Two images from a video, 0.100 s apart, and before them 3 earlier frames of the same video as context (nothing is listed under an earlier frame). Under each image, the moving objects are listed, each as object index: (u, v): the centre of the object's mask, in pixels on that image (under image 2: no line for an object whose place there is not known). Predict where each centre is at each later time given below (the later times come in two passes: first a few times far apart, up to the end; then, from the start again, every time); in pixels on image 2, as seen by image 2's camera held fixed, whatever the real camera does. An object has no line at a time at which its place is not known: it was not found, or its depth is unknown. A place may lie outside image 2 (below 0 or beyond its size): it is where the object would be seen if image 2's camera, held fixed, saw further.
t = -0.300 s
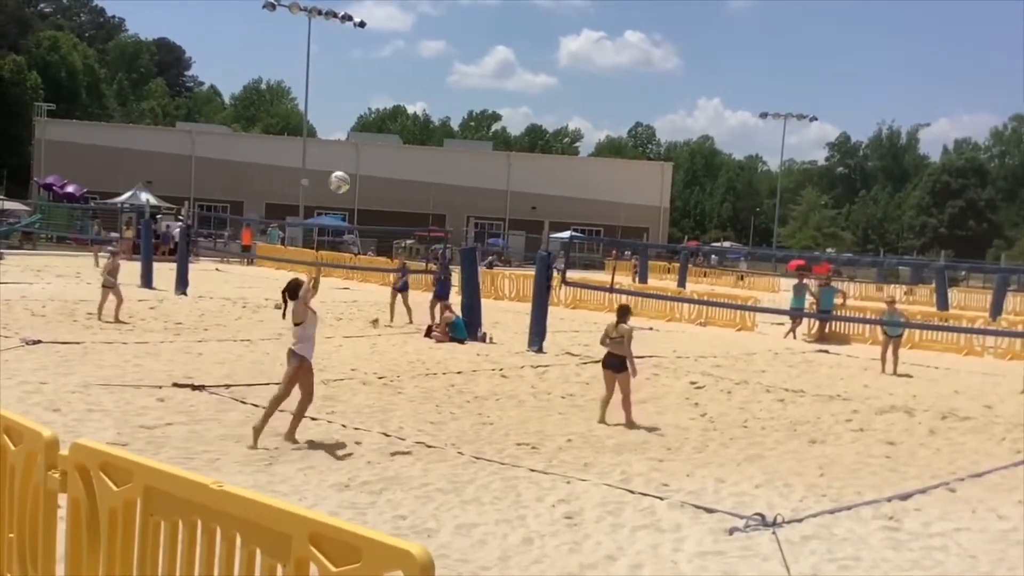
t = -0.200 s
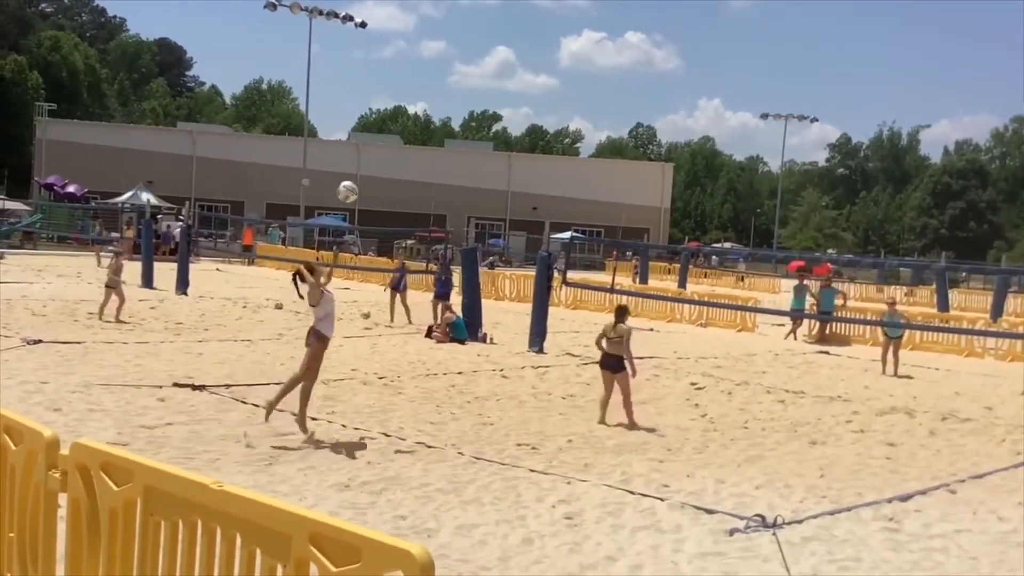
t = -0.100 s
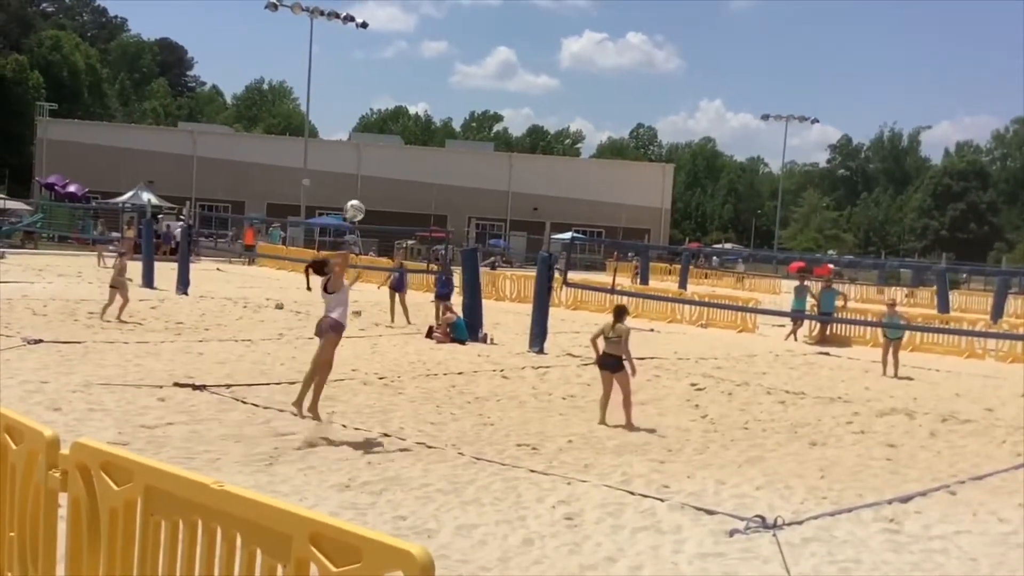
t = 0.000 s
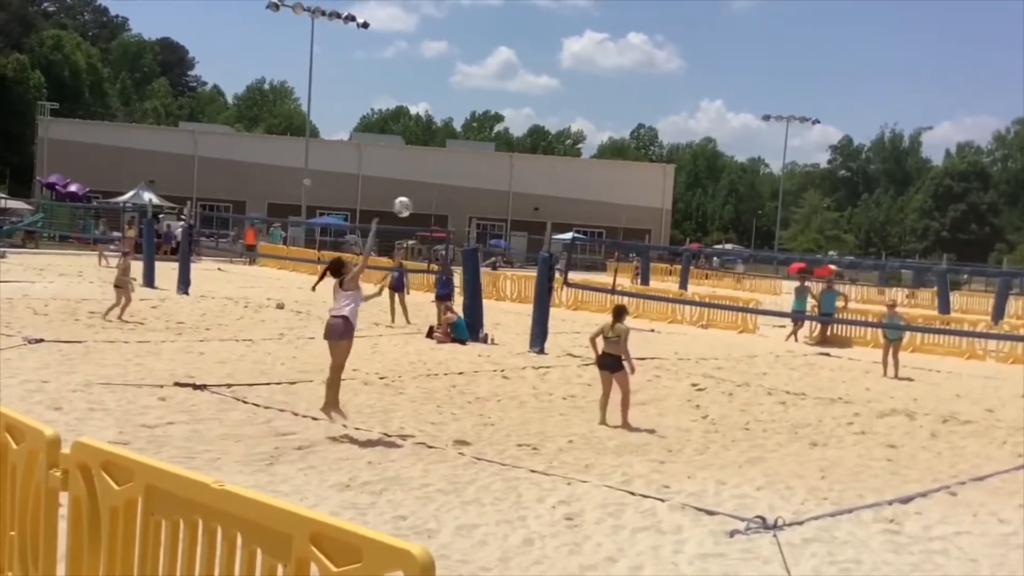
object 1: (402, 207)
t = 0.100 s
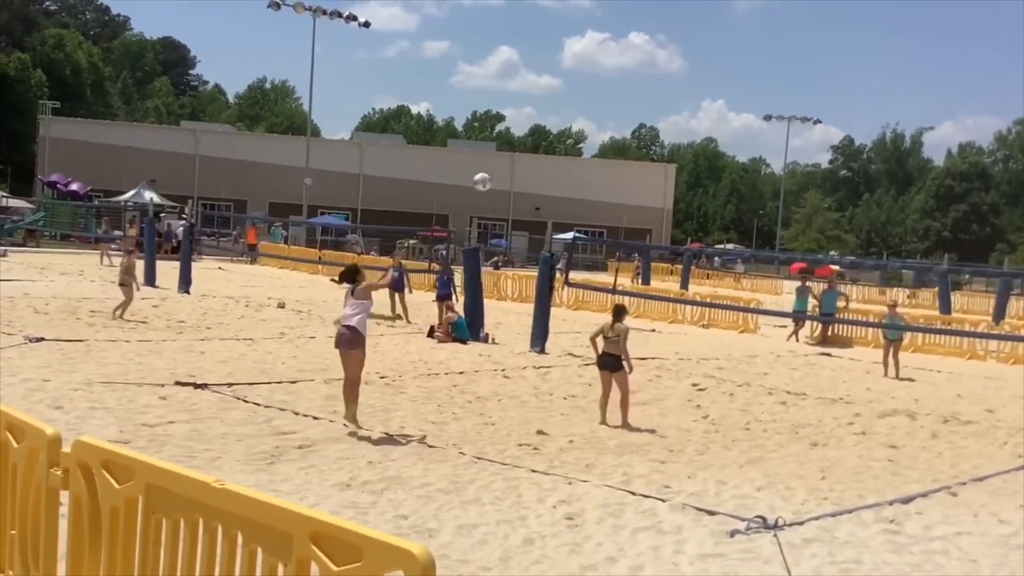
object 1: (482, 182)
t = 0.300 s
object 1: (599, 166)
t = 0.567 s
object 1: (705, 190)
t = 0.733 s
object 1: (753, 219)
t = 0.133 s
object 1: (504, 175)
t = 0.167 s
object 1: (527, 171)
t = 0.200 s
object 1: (546, 168)
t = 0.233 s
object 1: (565, 166)
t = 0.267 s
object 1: (583, 164)
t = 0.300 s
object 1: (599, 166)
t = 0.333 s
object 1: (614, 167)
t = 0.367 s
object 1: (629, 168)
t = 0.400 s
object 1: (642, 171)
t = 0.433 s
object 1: (658, 173)
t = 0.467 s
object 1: (670, 177)
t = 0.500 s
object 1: (682, 182)
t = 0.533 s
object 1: (694, 186)
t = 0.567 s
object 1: (705, 190)
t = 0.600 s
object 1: (715, 194)
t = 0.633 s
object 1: (726, 200)
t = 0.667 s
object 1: (735, 206)
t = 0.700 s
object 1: (744, 212)
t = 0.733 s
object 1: (753, 219)
